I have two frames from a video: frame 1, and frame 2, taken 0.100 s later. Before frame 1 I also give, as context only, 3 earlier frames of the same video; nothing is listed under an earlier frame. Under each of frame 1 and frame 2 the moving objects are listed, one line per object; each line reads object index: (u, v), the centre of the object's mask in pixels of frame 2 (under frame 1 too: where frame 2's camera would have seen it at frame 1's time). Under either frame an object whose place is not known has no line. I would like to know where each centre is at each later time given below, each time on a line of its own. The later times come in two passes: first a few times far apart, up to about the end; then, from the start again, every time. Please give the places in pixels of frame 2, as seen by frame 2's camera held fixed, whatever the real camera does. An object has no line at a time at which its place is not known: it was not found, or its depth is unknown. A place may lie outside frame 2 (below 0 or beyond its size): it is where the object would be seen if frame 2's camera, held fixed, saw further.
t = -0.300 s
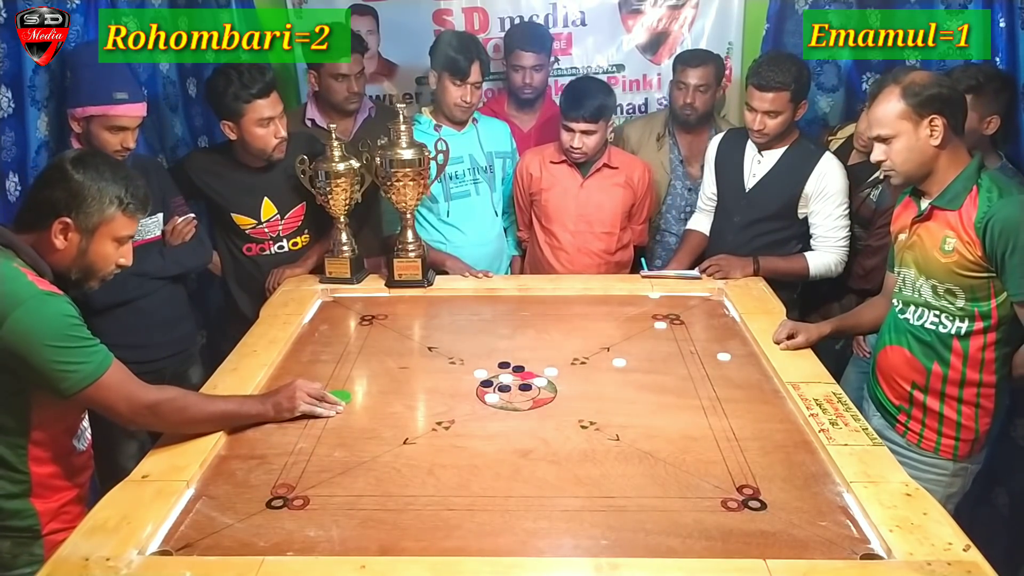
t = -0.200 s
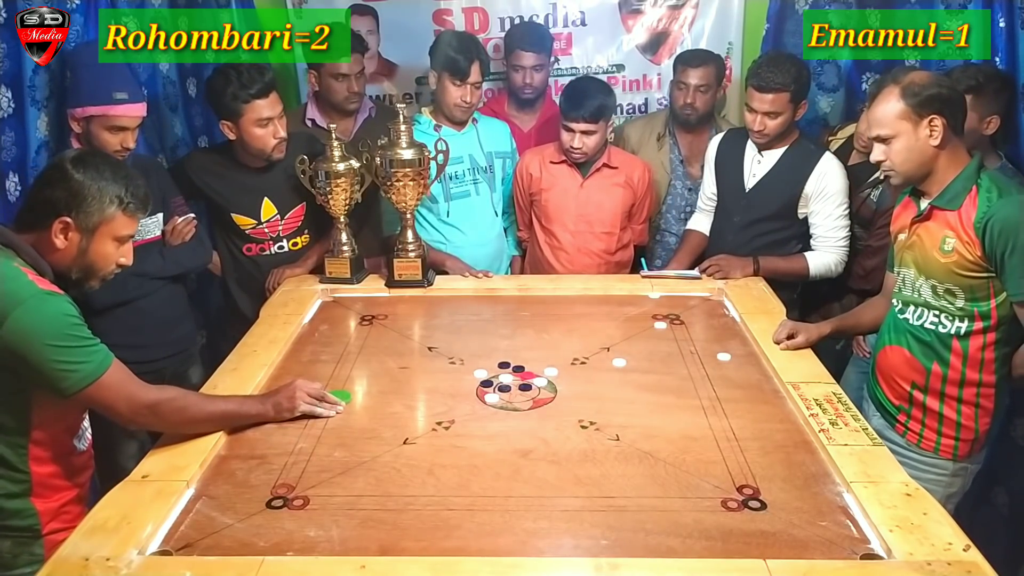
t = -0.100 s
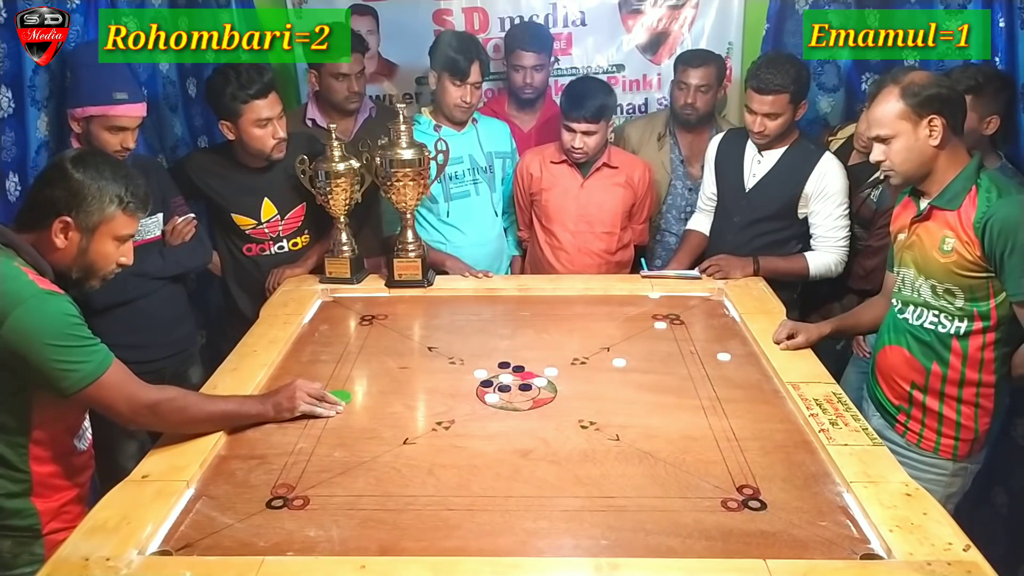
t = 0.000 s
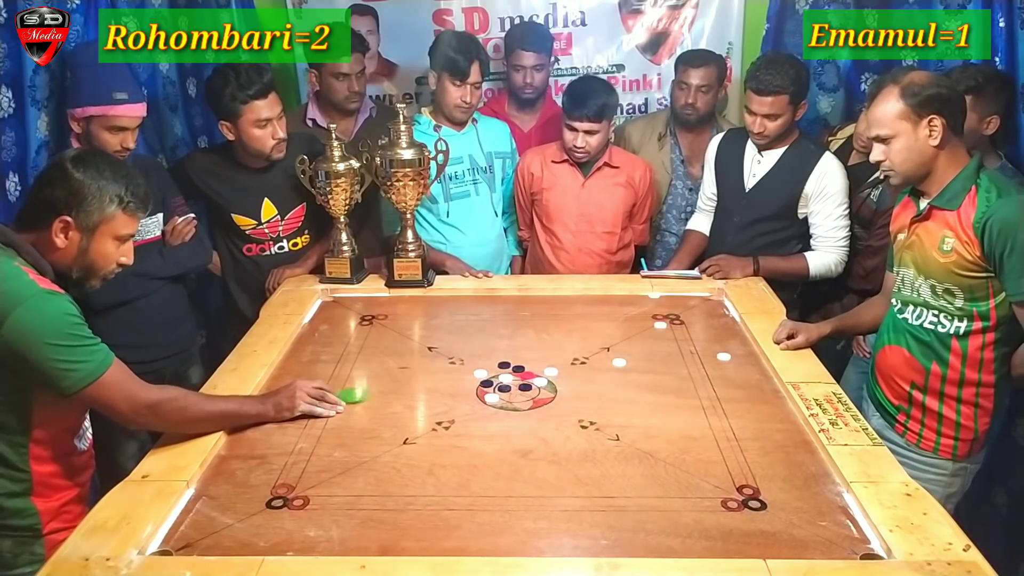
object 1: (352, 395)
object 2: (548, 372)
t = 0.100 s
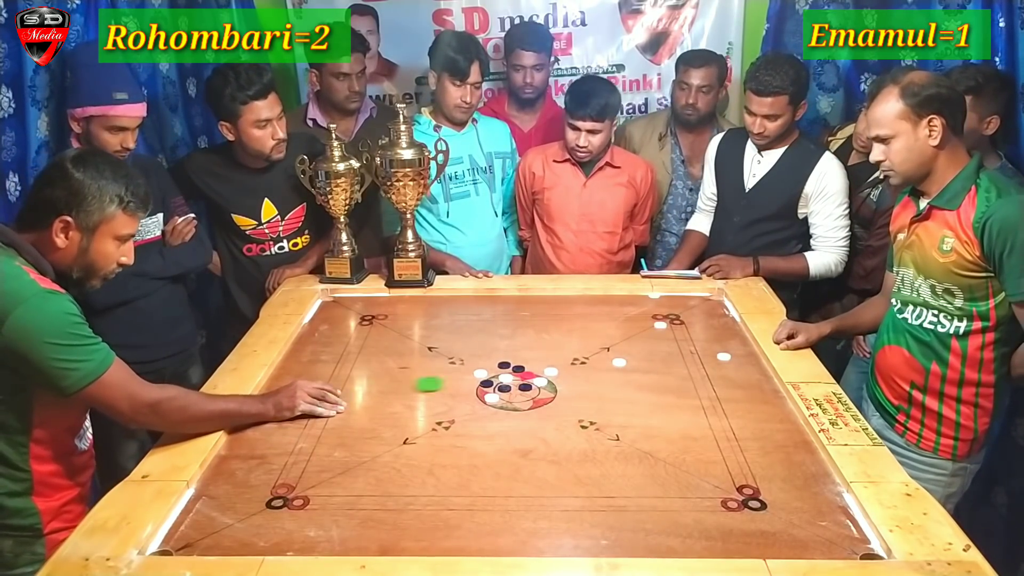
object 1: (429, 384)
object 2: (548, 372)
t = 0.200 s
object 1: (482, 375)
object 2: (548, 372)
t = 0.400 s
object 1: (511, 369)
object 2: (584, 381)
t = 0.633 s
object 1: (516, 368)
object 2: (602, 386)
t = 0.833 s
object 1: (516, 368)
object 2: (603, 386)
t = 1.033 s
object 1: (516, 368)
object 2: (603, 386)
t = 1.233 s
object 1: (516, 368)
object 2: (603, 386)
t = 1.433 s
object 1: (516, 368)
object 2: (603, 386)
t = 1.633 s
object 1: (516, 368)
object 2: (603, 386)
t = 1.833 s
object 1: (516, 368)
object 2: (603, 386)
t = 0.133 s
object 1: (452, 381)
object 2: (548, 372)
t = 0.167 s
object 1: (470, 377)
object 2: (548, 372)
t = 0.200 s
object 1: (482, 375)
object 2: (548, 372)
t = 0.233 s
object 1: (490, 374)
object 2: (550, 372)
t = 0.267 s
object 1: (496, 373)
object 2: (556, 373)
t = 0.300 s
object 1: (501, 372)
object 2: (564, 376)
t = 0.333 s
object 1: (505, 371)
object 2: (572, 378)
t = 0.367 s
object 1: (508, 370)
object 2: (578, 380)
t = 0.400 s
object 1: (511, 369)
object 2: (584, 381)
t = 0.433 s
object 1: (513, 369)
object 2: (589, 382)
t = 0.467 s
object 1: (514, 369)
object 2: (593, 384)
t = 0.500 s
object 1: (515, 368)
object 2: (596, 385)
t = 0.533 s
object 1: (516, 368)
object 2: (599, 385)
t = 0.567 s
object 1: (516, 368)
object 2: (601, 386)
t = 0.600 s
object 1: (516, 368)
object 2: (602, 386)
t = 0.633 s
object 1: (516, 368)
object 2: (602, 386)
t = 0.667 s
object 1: (516, 368)
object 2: (603, 386)
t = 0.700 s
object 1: (516, 368)
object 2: (603, 386)
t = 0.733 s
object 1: (516, 368)
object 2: (603, 386)
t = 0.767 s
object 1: (516, 368)
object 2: (603, 386)
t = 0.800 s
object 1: (516, 368)
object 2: (603, 386)
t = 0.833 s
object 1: (516, 368)
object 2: (603, 386)
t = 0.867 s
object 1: (516, 368)
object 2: (603, 386)
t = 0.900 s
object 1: (516, 368)
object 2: (603, 386)
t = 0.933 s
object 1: (516, 368)
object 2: (603, 386)
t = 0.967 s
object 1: (516, 368)
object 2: (603, 386)
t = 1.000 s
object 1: (516, 368)
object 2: (603, 386)
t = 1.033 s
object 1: (516, 368)
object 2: (603, 386)
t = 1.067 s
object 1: (516, 368)
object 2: (603, 386)
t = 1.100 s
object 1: (516, 368)
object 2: (603, 386)
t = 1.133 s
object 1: (516, 368)
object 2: (603, 386)
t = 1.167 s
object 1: (516, 368)
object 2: (603, 386)
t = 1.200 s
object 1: (516, 368)
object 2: (603, 386)
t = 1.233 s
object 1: (516, 368)
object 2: (603, 386)
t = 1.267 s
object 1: (516, 368)
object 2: (603, 386)
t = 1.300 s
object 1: (516, 368)
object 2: (603, 386)
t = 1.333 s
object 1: (516, 368)
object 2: (603, 386)
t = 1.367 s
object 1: (516, 368)
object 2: (603, 386)
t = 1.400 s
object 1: (516, 368)
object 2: (603, 386)
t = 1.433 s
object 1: (516, 368)
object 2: (603, 386)
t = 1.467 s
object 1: (516, 368)
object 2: (603, 386)
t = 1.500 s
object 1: (516, 368)
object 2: (603, 386)
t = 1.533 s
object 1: (516, 368)
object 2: (603, 386)
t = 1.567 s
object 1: (516, 368)
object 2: (603, 386)
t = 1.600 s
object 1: (516, 368)
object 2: (603, 386)
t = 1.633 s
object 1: (516, 368)
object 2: (603, 386)
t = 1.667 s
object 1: (516, 368)
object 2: (603, 386)
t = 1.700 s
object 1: (516, 368)
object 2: (603, 386)
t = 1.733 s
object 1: (516, 368)
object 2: (603, 386)
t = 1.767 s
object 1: (516, 368)
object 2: (603, 386)
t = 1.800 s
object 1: (516, 368)
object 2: (603, 386)
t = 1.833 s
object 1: (516, 368)
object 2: (603, 386)
